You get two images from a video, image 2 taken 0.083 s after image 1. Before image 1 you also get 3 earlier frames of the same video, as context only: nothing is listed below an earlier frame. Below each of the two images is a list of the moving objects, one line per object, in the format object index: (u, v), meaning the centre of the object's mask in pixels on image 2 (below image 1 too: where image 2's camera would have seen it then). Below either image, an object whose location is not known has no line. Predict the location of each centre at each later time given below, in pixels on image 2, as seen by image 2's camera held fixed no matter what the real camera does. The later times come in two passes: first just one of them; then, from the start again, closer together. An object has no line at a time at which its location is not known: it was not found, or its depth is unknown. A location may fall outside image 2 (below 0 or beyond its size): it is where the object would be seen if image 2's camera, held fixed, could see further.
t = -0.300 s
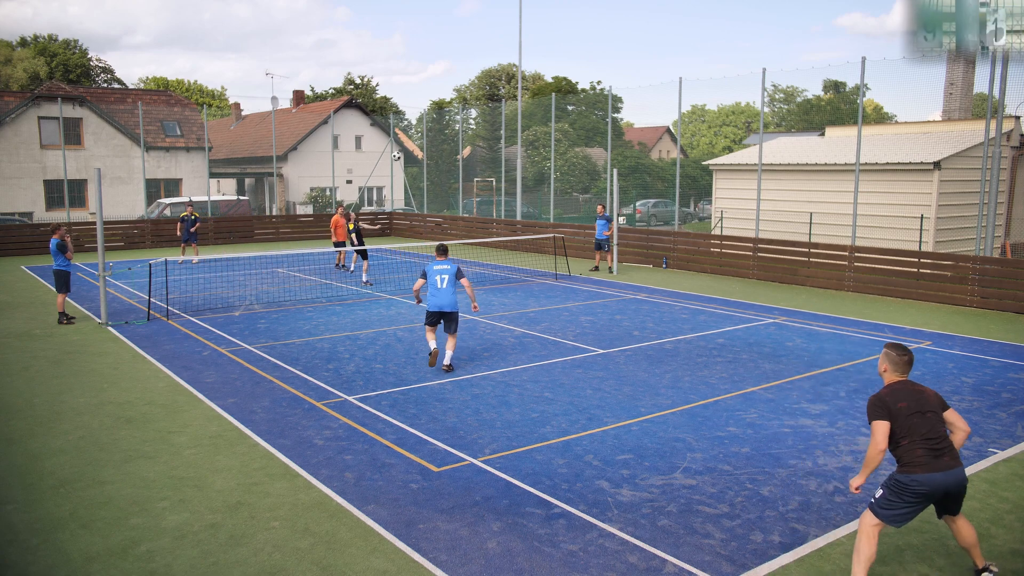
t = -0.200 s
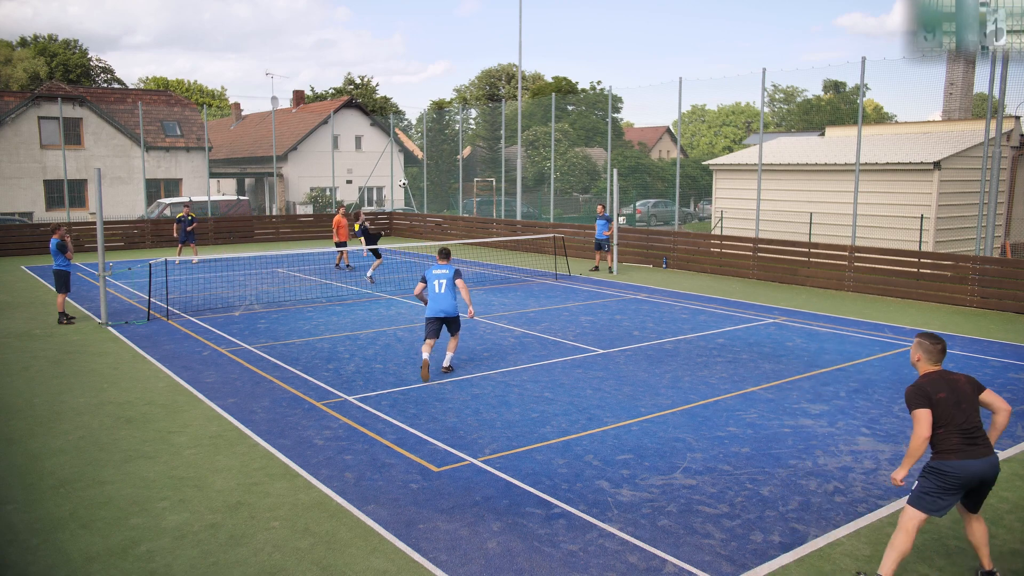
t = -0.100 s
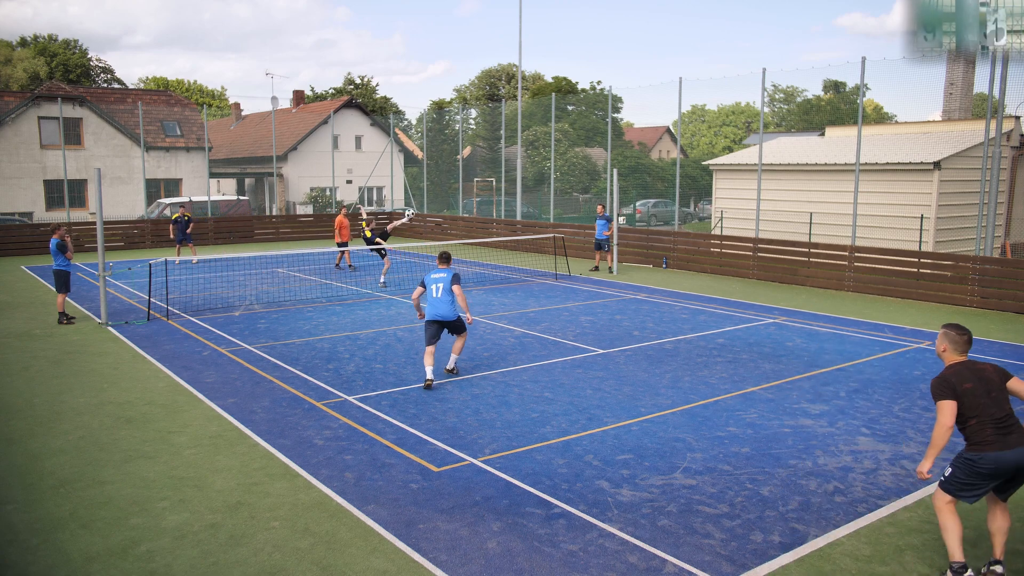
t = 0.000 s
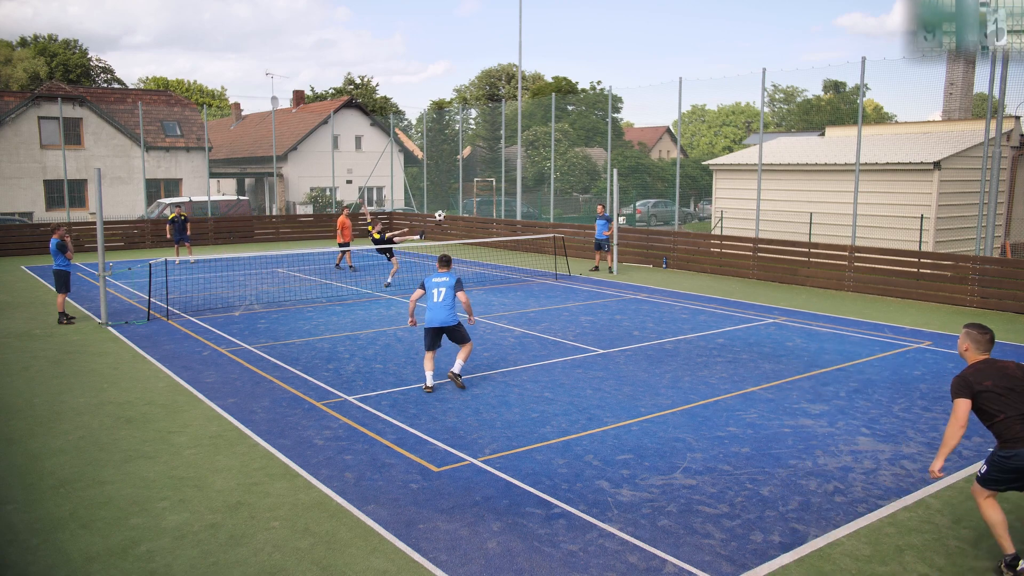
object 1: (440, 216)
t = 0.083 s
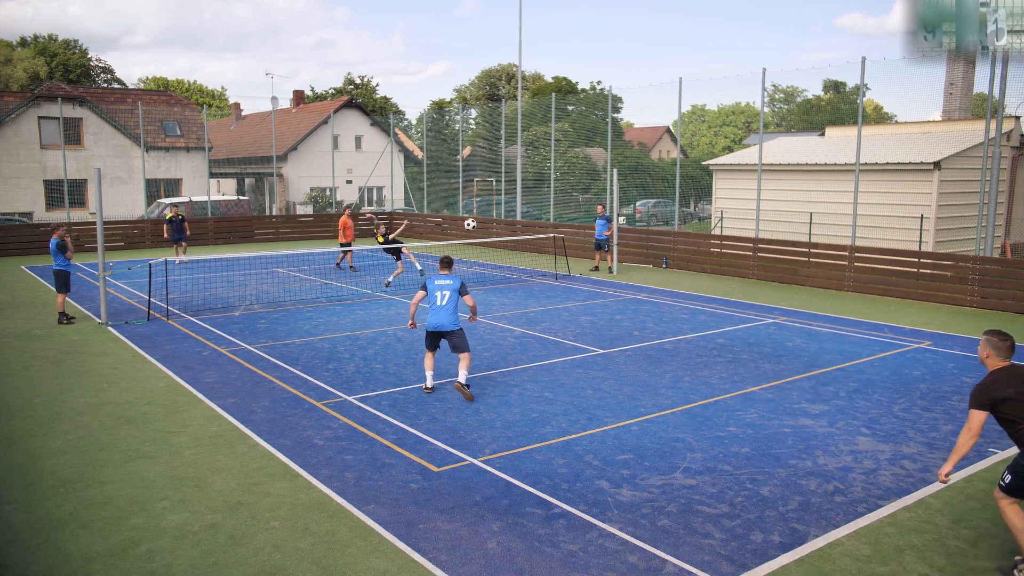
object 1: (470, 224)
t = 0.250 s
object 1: (547, 270)
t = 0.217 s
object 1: (530, 257)
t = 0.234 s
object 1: (538, 263)
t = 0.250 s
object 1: (547, 270)
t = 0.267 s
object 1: (557, 278)
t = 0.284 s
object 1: (566, 286)
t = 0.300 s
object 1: (576, 294)
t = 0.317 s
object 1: (587, 305)
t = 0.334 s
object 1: (599, 315)
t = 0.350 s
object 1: (610, 326)
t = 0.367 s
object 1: (622, 339)
